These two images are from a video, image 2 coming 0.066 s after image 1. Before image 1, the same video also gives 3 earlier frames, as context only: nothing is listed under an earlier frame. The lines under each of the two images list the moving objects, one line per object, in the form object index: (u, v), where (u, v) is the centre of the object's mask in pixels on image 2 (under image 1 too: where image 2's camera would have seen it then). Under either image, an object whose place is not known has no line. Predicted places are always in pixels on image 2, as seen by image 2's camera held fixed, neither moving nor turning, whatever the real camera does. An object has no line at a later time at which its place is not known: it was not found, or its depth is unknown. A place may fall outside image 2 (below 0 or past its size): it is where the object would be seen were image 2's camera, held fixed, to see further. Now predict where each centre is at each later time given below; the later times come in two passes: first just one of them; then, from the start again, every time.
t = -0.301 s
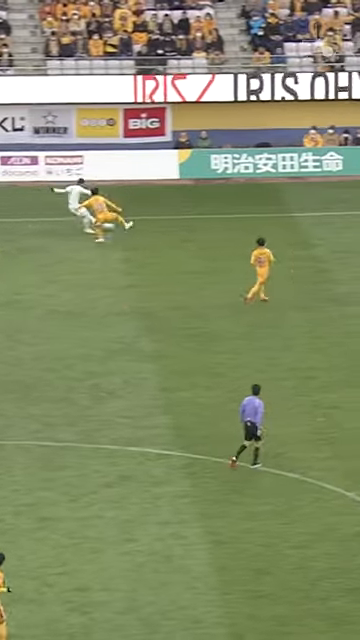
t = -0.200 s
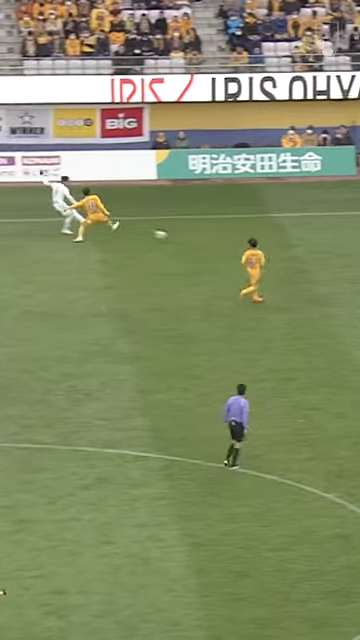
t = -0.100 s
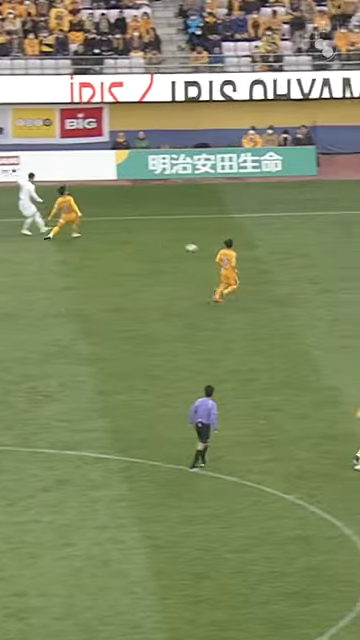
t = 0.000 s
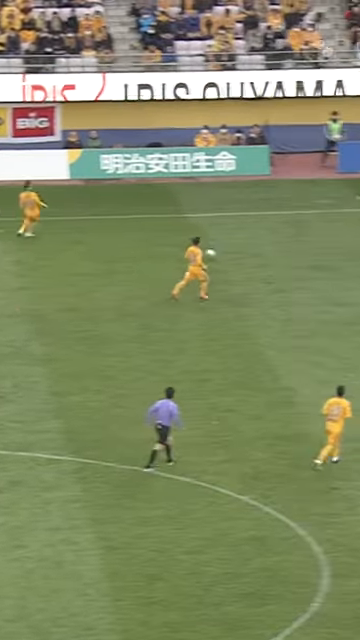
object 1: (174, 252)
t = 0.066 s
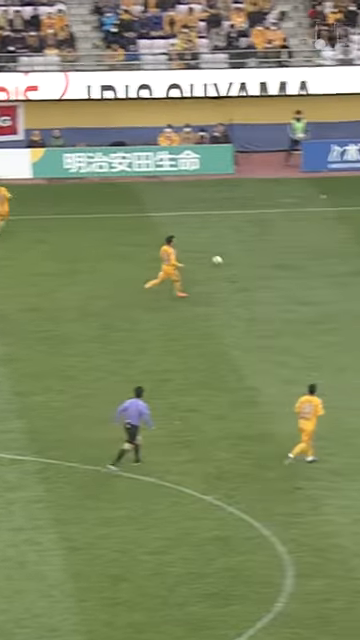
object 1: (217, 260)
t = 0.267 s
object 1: (334, 278)
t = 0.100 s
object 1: (238, 264)
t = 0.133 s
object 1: (258, 266)
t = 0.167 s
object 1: (278, 268)
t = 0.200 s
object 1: (296, 271)
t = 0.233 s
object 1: (315, 274)
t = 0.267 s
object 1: (334, 278)
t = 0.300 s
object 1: (351, 281)
